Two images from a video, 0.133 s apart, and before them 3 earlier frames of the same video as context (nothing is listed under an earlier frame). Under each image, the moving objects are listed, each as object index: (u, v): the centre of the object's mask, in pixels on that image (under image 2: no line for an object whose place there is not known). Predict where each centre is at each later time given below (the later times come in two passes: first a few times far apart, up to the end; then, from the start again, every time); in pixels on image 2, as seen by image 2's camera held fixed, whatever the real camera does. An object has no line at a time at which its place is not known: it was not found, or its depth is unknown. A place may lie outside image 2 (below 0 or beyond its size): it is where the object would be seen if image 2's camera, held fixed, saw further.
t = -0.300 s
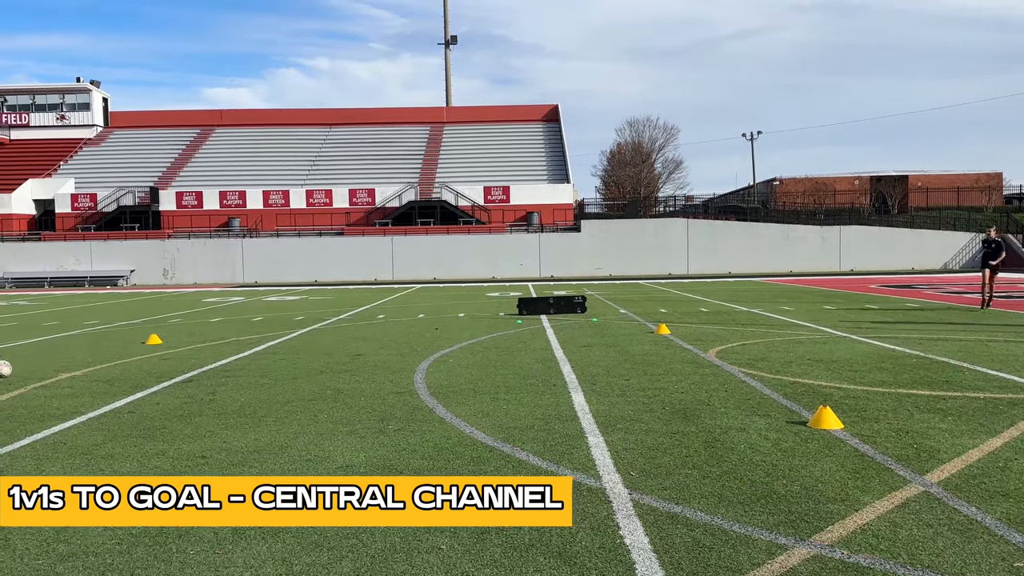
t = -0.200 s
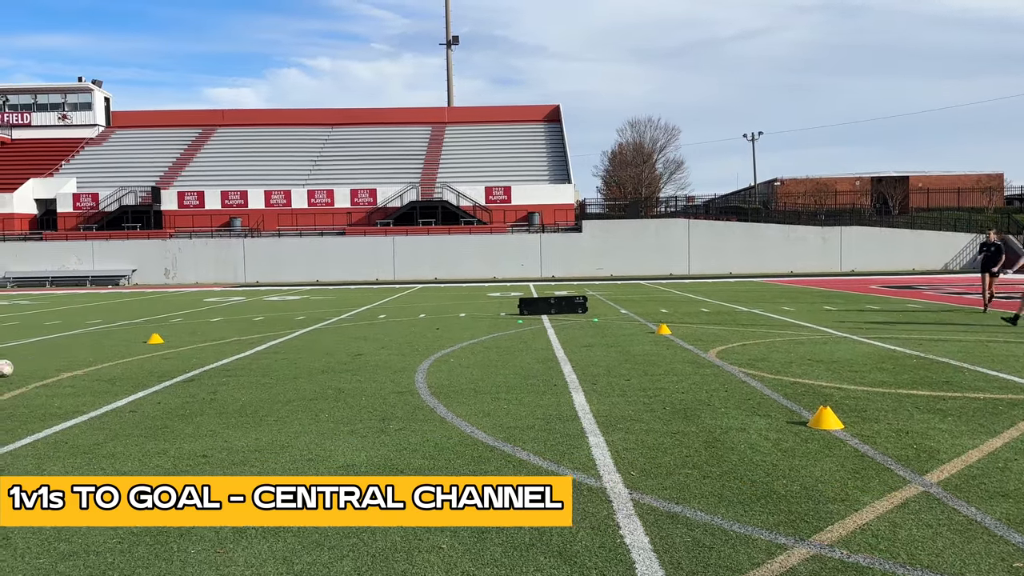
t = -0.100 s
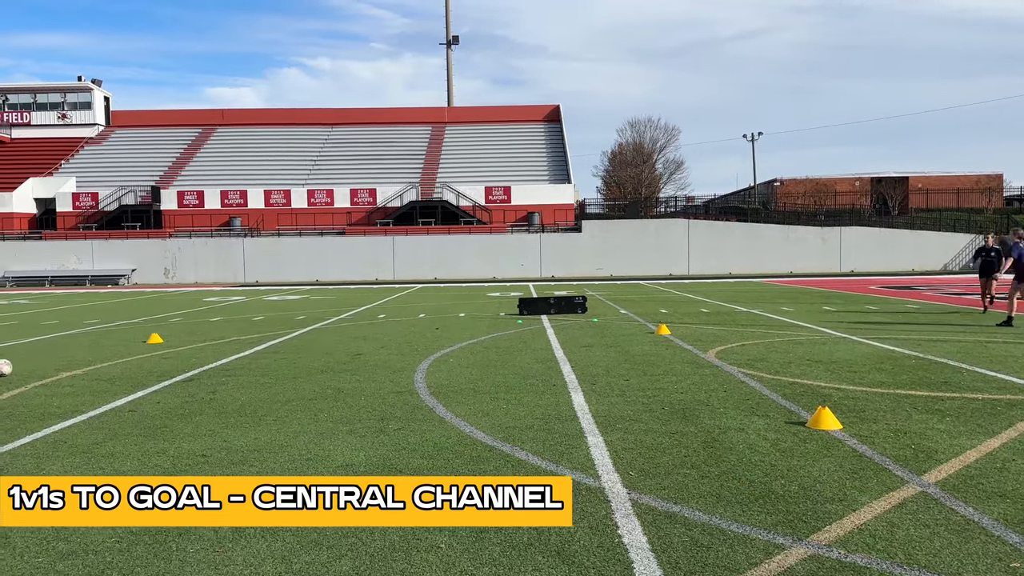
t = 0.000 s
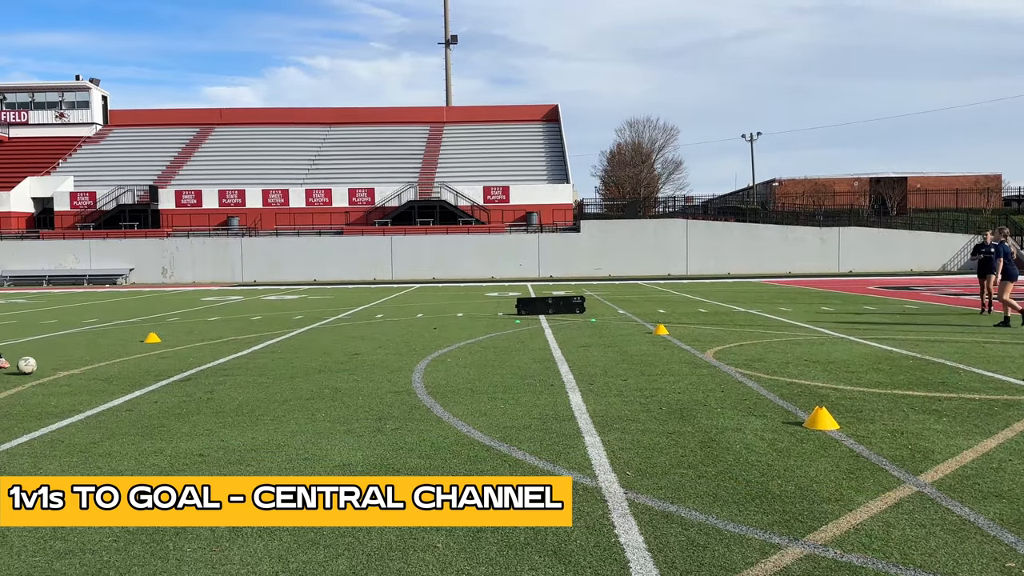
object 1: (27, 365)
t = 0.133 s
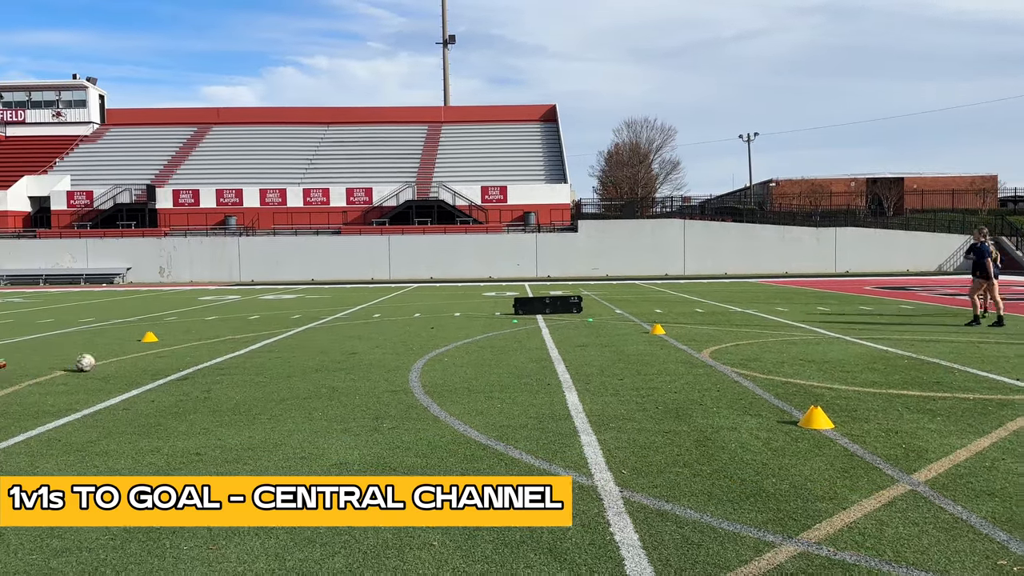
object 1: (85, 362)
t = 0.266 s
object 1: (137, 361)
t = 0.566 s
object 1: (230, 357)
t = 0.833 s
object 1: (304, 354)
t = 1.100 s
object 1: (374, 351)
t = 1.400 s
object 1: (447, 349)
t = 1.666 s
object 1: (509, 346)
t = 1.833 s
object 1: (543, 345)
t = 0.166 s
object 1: (99, 362)
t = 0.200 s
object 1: (112, 361)
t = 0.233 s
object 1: (125, 361)
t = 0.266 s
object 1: (137, 361)
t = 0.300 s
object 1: (149, 360)
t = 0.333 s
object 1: (160, 359)
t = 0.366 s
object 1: (170, 359)
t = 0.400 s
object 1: (179, 359)
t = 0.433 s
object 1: (191, 358)
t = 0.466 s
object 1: (200, 358)
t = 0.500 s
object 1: (210, 357)
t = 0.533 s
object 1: (219, 357)
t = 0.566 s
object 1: (230, 357)
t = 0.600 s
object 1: (239, 357)
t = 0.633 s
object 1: (248, 356)
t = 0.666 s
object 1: (258, 356)
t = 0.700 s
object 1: (267, 355)
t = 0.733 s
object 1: (276, 355)
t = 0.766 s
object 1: (286, 354)
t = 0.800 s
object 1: (295, 354)
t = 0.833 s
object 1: (304, 354)
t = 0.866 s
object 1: (313, 353)
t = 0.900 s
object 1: (322, 353)
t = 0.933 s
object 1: (331, 353)
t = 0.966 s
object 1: (340, 353)
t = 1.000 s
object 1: (348, 352)
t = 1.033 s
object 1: (357, 352)
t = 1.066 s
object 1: (366, 352)
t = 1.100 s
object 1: (374, 351)
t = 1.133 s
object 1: (383, 351)
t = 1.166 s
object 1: (391, 350)
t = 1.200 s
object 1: (399, 350)
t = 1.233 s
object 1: (407, 350)
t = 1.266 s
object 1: (416, 350)
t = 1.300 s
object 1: (424, 349)
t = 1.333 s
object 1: (432, 349)
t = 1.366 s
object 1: (440, 349)
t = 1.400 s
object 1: (447, 349)
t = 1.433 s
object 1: (455, 348)
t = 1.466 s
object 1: (463, 348)
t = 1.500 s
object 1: (471, 348)
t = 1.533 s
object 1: (478, 347)
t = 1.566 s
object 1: (486, 347)
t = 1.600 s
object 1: (493, 347)
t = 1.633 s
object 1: (501, 347)
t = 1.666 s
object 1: (509, 346)
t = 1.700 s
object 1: (516, 347)
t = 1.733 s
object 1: (523, 346)
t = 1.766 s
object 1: (530, 345)
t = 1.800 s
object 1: (537, 346)
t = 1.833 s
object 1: (543, 345)
